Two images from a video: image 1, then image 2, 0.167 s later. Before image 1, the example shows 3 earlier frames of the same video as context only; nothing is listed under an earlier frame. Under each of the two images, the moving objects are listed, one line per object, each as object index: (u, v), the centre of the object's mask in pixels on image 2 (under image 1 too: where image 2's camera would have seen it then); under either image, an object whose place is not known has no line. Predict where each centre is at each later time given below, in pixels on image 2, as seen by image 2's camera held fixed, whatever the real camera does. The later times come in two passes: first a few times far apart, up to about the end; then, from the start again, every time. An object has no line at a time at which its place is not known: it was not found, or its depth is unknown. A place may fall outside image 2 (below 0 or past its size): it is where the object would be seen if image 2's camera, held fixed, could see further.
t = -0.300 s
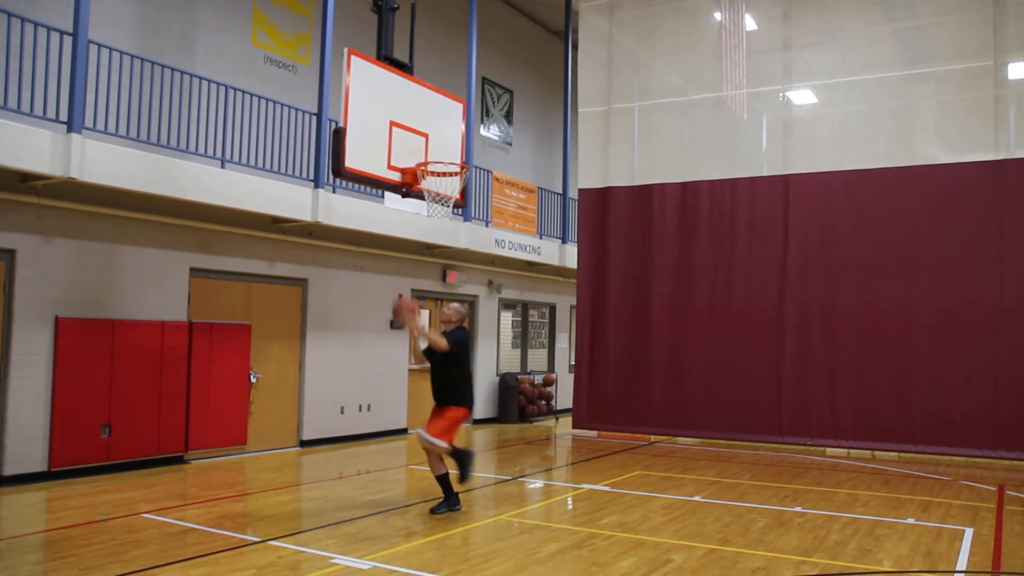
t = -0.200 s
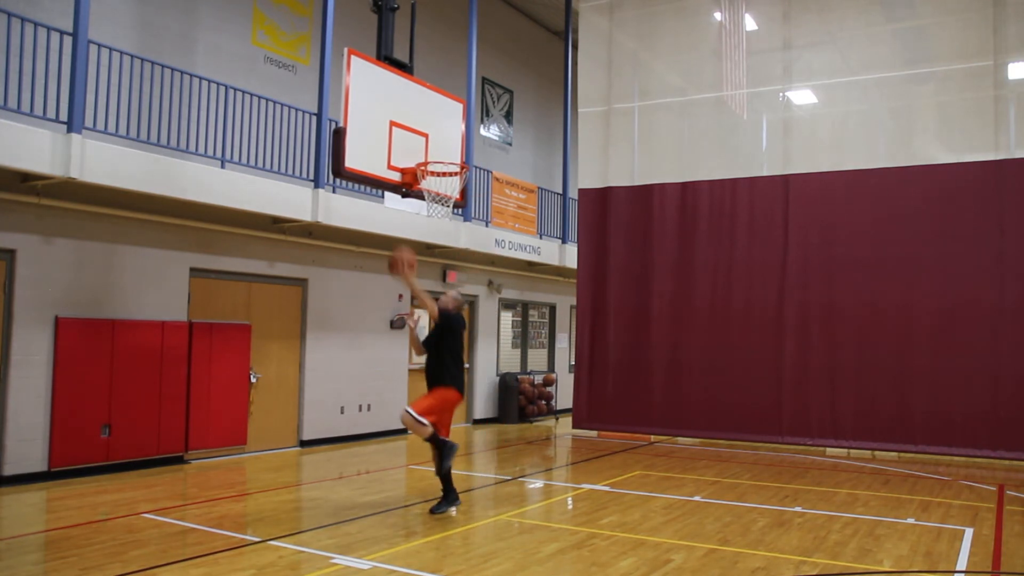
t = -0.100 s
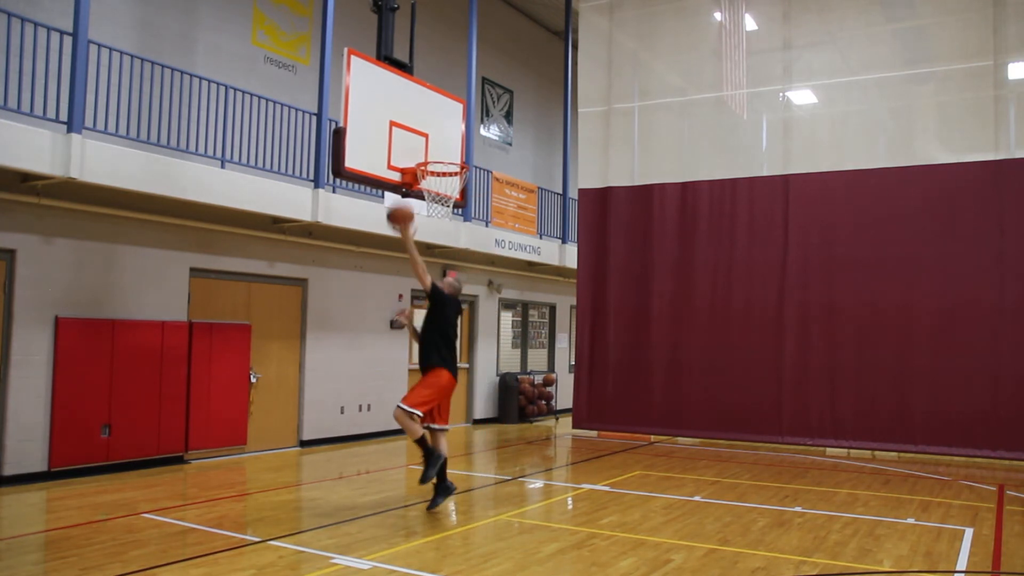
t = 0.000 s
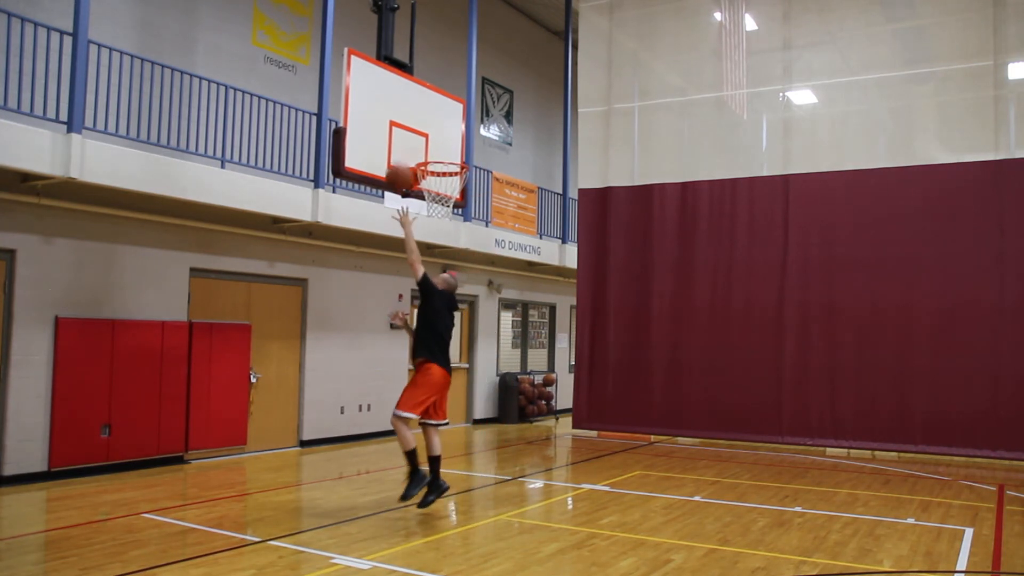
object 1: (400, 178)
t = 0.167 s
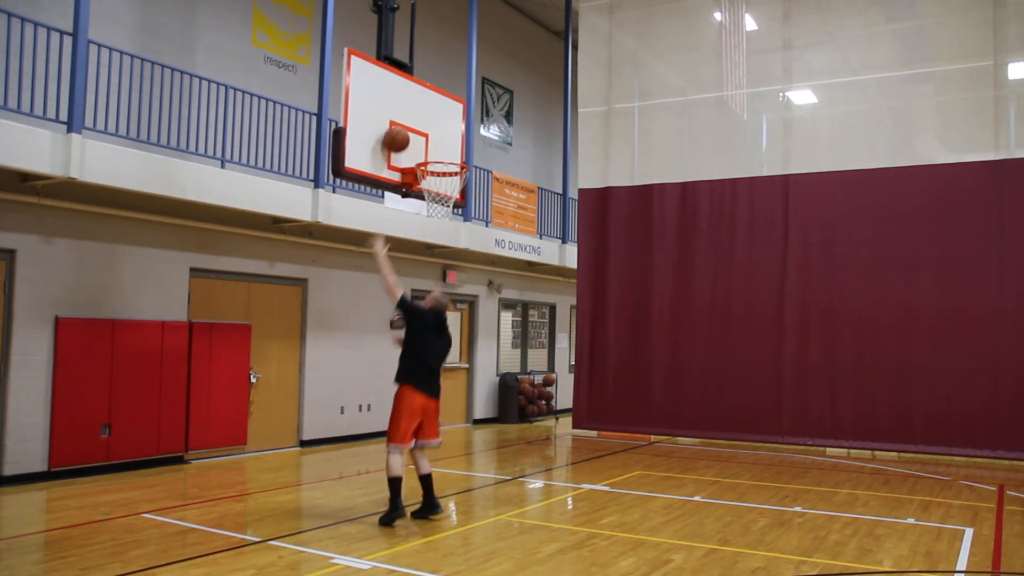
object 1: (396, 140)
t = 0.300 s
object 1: (415, 139)
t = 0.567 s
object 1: (455, 194)
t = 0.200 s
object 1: (398, 138)
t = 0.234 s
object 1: (405, 137)
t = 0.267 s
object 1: (410, 137)
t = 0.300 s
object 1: (415, 139)
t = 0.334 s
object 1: (420, 141)
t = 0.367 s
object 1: (425, 145)
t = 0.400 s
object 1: (430, 150)
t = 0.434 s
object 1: (436, 155)
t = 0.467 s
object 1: (440, 164)
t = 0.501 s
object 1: (445, 174)
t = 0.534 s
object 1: (451, 183)
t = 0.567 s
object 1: (455, 194)
